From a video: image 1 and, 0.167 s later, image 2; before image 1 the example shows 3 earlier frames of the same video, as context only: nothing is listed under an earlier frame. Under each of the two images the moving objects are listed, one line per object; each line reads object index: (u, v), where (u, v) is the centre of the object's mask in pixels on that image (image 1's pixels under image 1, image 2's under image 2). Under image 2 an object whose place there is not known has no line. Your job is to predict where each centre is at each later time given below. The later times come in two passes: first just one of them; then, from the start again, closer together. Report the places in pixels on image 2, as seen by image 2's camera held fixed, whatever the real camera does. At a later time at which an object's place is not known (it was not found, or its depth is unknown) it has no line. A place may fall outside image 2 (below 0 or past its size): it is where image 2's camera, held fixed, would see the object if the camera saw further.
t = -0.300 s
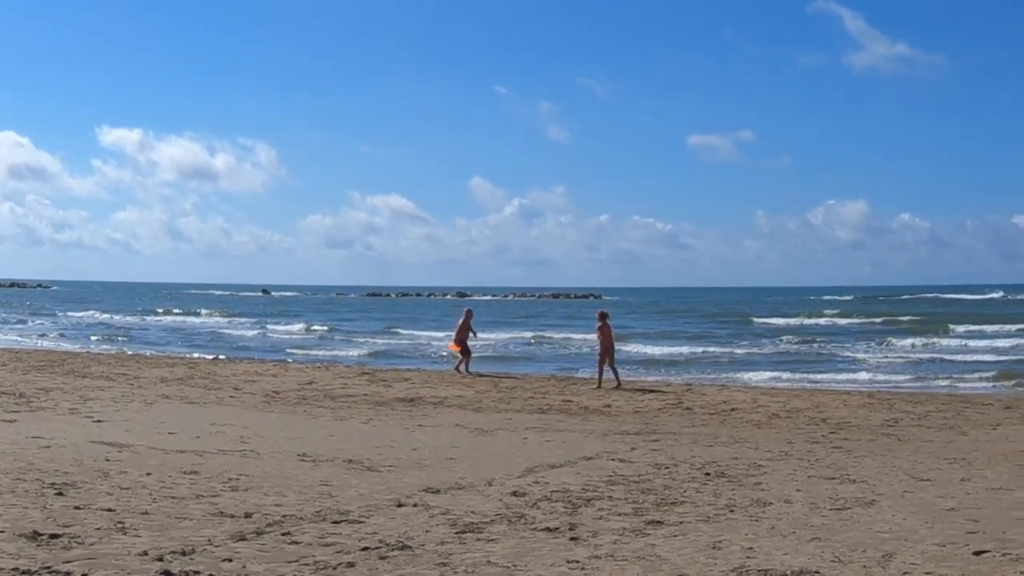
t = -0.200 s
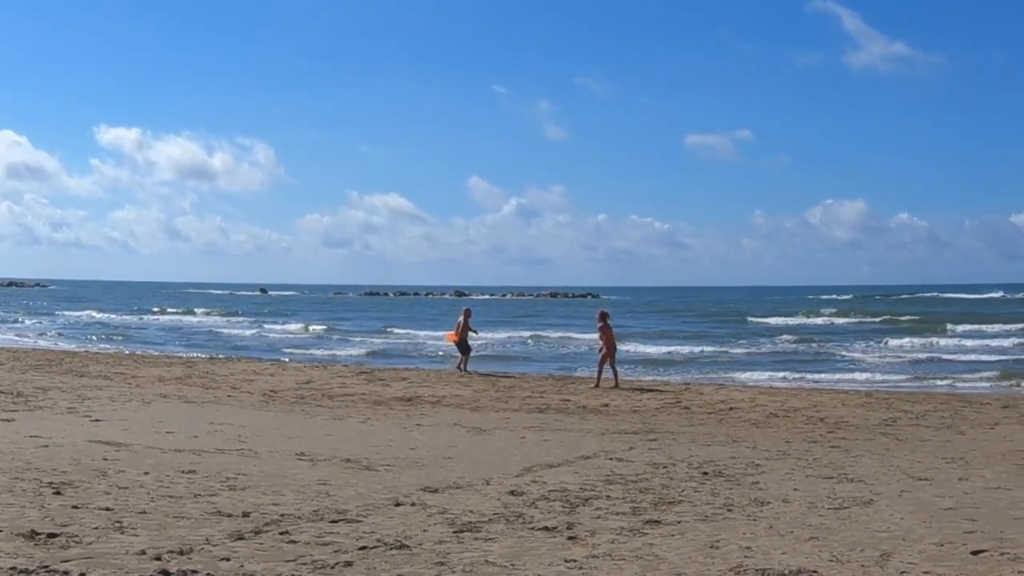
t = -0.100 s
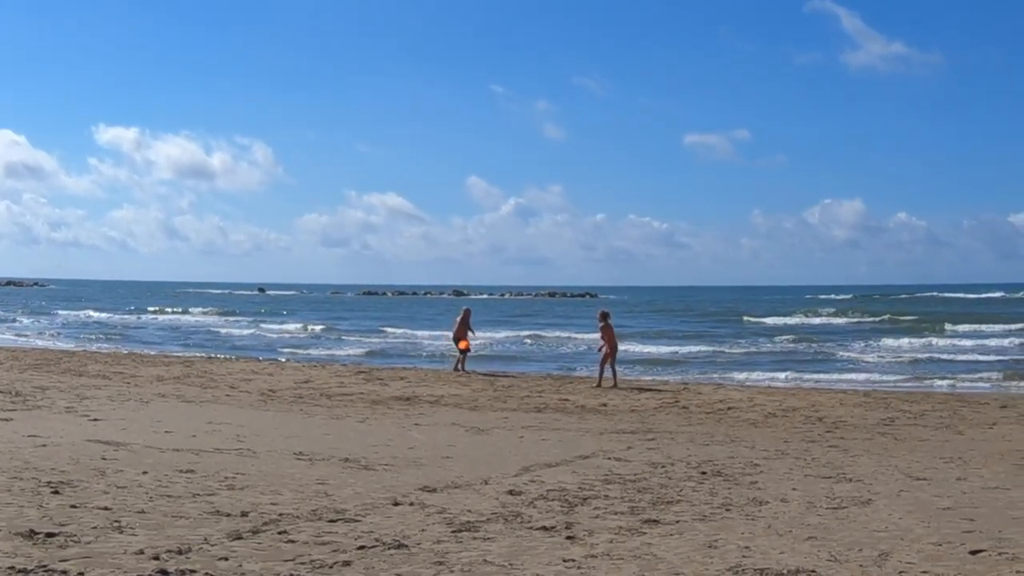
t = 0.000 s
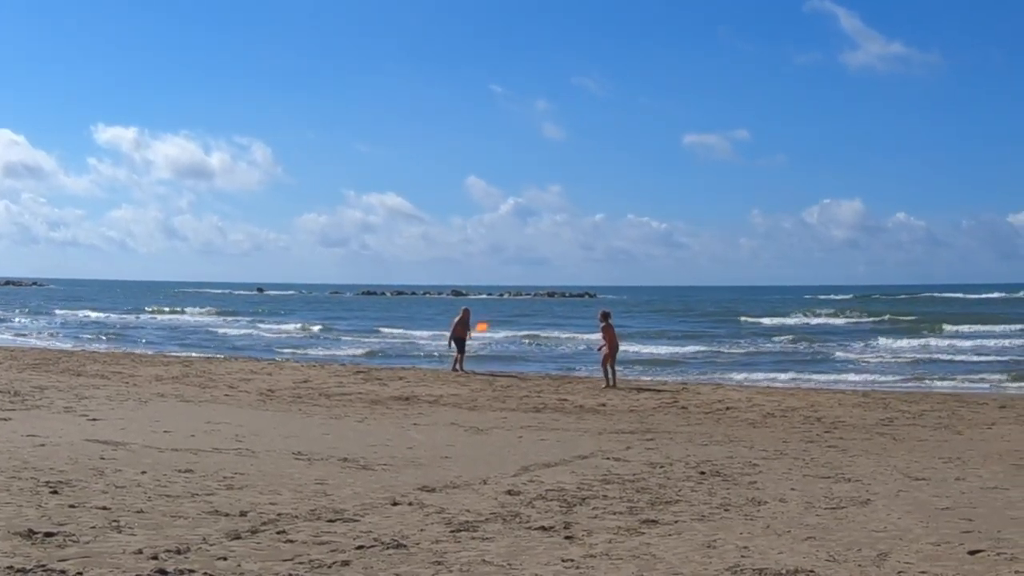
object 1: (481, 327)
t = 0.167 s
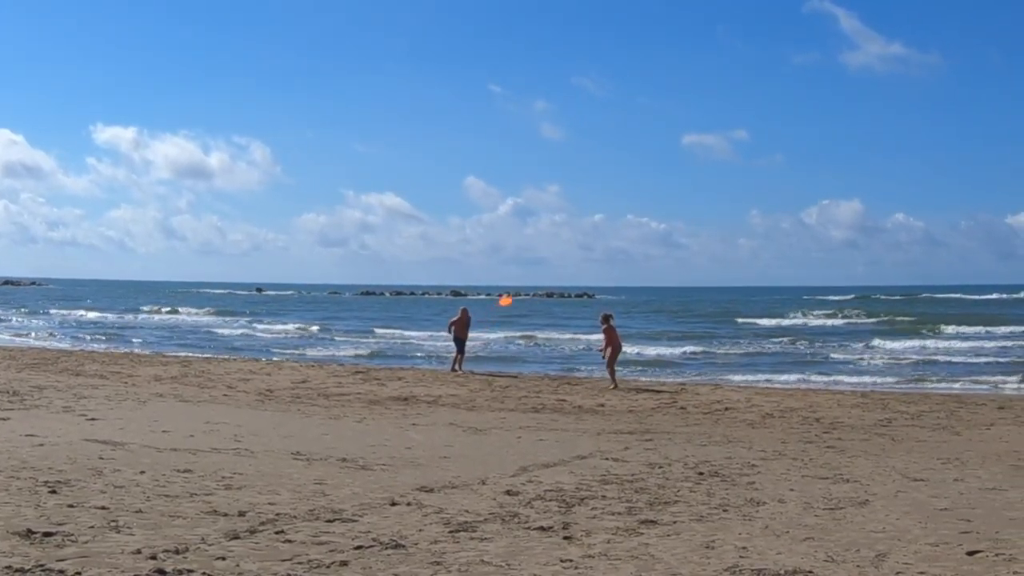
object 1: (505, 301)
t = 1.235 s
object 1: (645, 294)
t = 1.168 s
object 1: (638, 286)
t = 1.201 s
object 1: (641, 290)
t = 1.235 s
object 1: (645, 294)
